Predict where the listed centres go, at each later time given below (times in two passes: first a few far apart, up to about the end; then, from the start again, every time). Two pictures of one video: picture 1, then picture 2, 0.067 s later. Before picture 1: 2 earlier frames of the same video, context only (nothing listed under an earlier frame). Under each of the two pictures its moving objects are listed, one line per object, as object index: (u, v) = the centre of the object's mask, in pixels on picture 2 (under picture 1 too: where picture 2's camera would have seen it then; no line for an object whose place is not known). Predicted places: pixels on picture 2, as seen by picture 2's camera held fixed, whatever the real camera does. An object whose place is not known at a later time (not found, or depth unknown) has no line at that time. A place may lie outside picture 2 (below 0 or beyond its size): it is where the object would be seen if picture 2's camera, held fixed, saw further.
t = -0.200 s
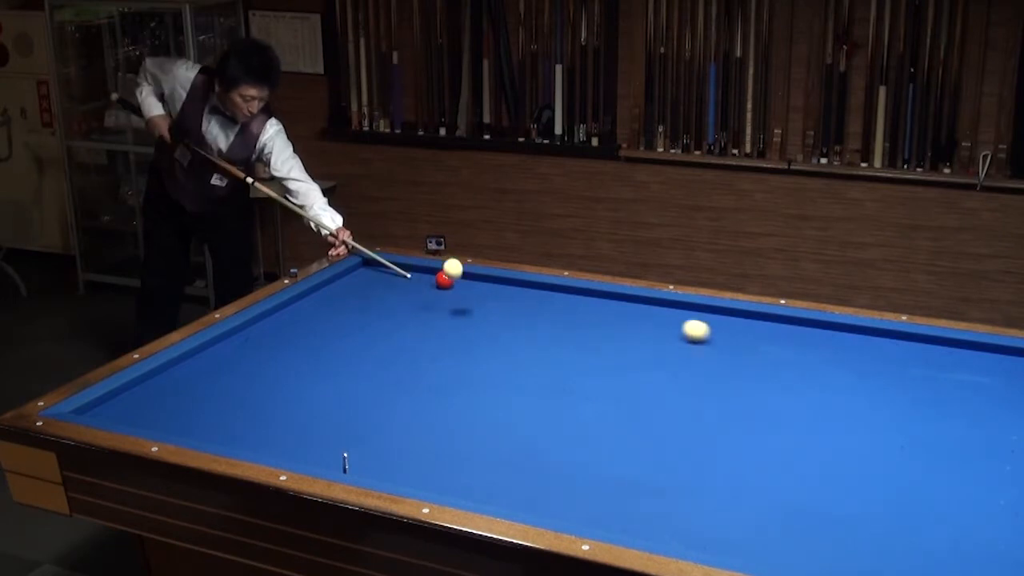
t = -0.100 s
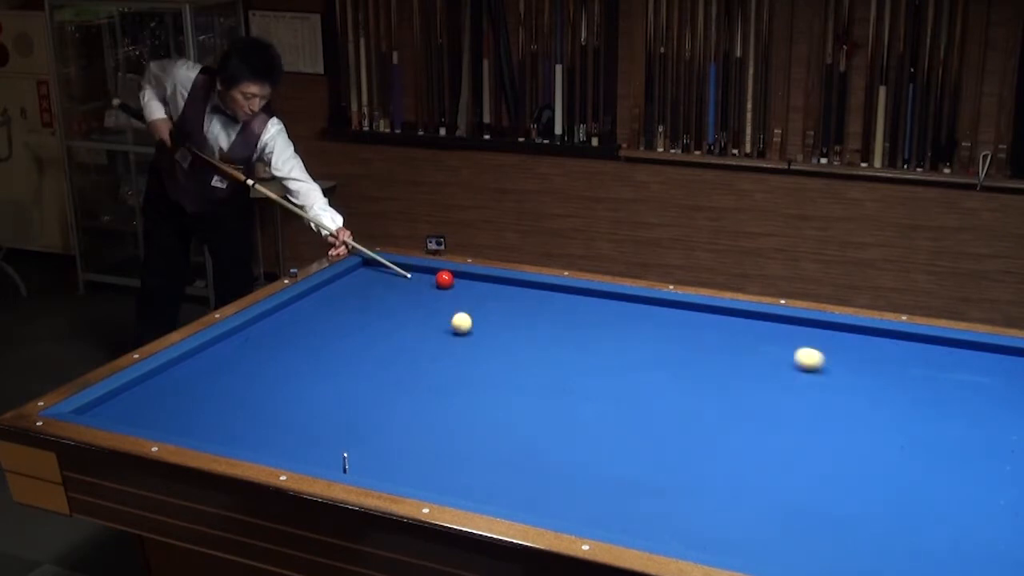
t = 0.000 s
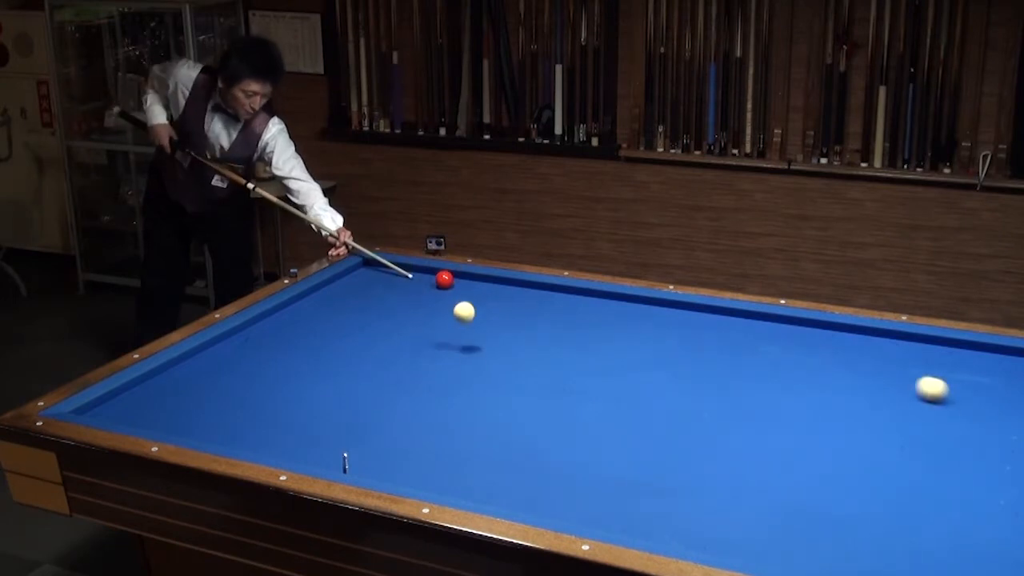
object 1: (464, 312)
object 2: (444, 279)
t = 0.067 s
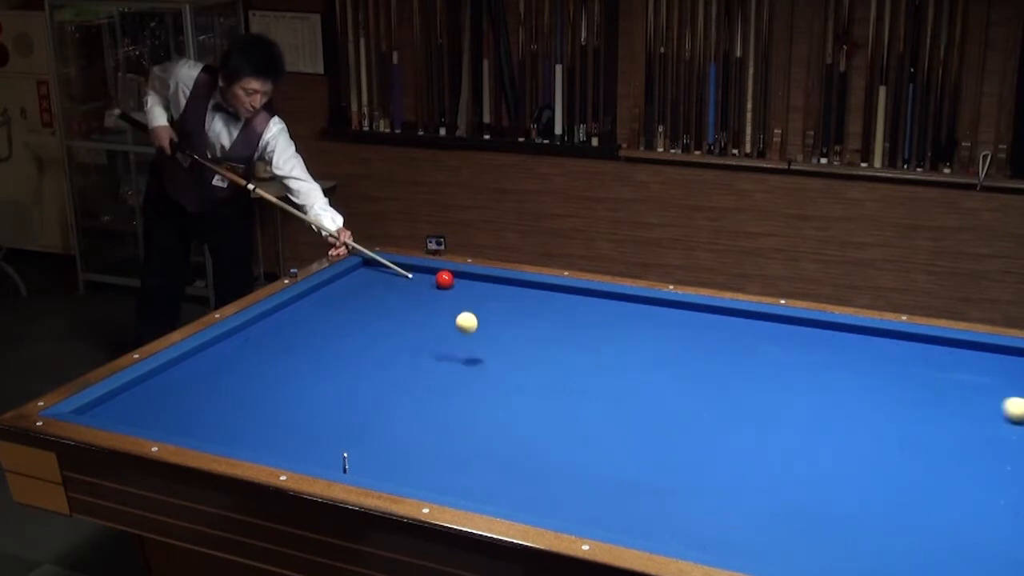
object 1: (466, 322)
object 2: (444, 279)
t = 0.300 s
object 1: (470, 378)
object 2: (444, 279)
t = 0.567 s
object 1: (457, 447)
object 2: (444, 279)
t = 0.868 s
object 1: (430, 469)
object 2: (444, 279)
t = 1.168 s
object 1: (400, 426)
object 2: (444, 279)
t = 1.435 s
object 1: (363, 395)
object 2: (444, 279)
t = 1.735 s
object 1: (327, 365)
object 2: (444, 279)
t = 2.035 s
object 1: (295, 339)
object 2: (444, 279)
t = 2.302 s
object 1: (271, 319)
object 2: (444, 279)
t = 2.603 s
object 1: (324, 303)
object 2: (444, 279)
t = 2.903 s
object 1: (380, 288)
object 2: (444, 279)
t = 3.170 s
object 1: (425, 277)
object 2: (444, 279)
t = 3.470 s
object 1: (455, 273)
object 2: (447, 288)
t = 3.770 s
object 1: (470, 278)
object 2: (452, 302)
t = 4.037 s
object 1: (484, 282)
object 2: (457, 315)
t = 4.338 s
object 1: (498, 286)
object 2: (462, 331)
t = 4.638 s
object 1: (512, 290)
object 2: (468, 347)
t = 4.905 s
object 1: (524, 293)
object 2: (473, 361)
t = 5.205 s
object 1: (535, 296)
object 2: (479, 378)
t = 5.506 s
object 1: (547, 299)
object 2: (485, 395)
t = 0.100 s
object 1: (468, 333)
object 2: (444, 279)
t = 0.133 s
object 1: (469, 349)
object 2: (444, 279)
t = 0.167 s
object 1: (471, 368)
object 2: (444, 279)
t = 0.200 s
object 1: (470, 365)
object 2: (444, 279)
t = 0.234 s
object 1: (470, 366)
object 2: (444, 279)
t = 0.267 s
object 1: (470, 370)
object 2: (444, 279)
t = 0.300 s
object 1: (470, 378)
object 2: (444, 279)
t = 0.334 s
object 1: (470, 391)
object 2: (444, 279)
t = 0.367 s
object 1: (469, 405)
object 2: (444, 279)
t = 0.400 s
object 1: (467, 406)
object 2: (444, 279)
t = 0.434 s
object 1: (466, 412)
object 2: (444, 279)
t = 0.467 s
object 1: (464, 421)
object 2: (444, 279)
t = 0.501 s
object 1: (462, 432)
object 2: (444, 279)
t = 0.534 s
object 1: (459, 437)
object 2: (444, 279)
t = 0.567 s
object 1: (457, 447)
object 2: (444, 279)
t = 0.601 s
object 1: (453, 453)
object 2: (444, 279)
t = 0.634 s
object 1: (449, 461)
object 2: (444, 279)
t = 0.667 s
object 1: (445, 469)
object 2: (444, 279)
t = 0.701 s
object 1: (440, 476)
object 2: (444, 279)
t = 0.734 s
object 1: (434, 481)
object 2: (444, 279)
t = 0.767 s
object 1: (430, 484)
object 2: (444, 279)
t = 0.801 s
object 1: (431, 480)
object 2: (444, 279)
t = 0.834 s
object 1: (430, 475)
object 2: (444, 279)
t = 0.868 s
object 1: (430, 469)
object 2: (444, 279)
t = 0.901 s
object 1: (429, 463)
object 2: (444, 279)
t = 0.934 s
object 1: (428, 458)
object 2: (444, 279)
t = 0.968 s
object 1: (425, 452)
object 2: (444, 279)
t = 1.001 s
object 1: (422, 447)
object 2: (444, 279)
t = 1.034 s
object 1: (418, 442)
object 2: (444, 279)
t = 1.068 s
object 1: (415, 438)
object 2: (444, 279)
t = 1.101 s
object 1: (409, 434)
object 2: (444, 279)
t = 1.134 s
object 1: (404, 429)
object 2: (444, 279)
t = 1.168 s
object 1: (400, 426)
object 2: (444, 279)
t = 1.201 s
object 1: (395, 421)
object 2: (444, 279)
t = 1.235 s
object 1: (390, 418)
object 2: (444, 279)
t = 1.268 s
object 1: (386, 414)
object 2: (444, 279)
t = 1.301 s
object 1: (381, 410)
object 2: (444, 279)
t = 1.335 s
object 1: (376, 406)
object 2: (444, 279)
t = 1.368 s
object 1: (372, 403)
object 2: (444, 279)
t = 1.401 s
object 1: (367, 399)
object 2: (444, 279)
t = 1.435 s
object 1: (363, 395)
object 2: (444, 279)
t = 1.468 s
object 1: (359, 391)
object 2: (444, 279)
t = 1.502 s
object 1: (355, 388)
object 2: (444, 279)
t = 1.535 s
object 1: (350, 385)
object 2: (444, 279)
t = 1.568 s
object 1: (346, 381)
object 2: (444, 279)
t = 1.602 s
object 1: (342, 378)
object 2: (444, 279)
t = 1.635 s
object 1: (338, 374)
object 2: (444, 279)
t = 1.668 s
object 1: (335, 372)
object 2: (444, 279)
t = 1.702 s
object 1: (331, 368)
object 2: (444, 279)
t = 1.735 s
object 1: (327, 365)
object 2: (444, 279)
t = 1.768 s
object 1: (323, 362)
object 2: (444, 279)
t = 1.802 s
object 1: (319, 359)
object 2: (444, 279)
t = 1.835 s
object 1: (316, 356)
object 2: (444, 279)
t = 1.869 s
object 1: (312, 353)
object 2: (444, 279)
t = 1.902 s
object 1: (309, 351)
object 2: (444, 279)
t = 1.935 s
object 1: (306, 347)
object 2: (444, 279)
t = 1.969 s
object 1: (302, 345)
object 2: (444, 279)
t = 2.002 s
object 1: (299, 342)
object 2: (444, 279)
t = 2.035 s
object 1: (295, 339)
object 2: (444, 279)
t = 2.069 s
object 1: (292, 337)
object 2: (444, 279)
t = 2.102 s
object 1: (289, 334)
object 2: (444, 279)
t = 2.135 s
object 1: (286, 331)
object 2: (444, 279)
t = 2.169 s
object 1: (283, 329)
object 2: (444, 279)
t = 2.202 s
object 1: (280, 326)
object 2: (444, 279)
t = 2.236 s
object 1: (277, 324)
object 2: (444, 279)
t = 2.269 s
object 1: (274, 321)
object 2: (444, 279)
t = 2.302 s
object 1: (271, 319)
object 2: (444, 279)
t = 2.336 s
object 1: (268, 316)
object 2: (444, 279)
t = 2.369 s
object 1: (274, 315)
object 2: (444, 279)
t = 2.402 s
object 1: (283, 313)
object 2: (444, 279)
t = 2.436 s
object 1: (291, 311)
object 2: (444, 279)
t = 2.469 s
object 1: (298, 310)
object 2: (444, 279)
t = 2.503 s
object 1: (305, 308)
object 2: (444, 279)
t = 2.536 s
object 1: (312, 306)
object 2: (444, 279)
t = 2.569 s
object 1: (318, 305)
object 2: (444, 279)
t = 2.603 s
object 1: (324, 303)
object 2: (444, 279)
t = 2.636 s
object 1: (331, 301)
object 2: (444, 279)
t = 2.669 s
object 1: (337, 300)
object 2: (444, 279)
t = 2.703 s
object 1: (343, 298)
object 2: (444, 279)
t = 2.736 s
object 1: (350, 296)
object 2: (444, 279)
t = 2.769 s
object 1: (356, 295)
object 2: (444, 279)
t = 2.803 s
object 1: (362, 293)
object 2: (444, 279)
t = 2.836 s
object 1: (368, 292)
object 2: (444, 279)
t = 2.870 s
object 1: (374, 290)
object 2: (444, 279)
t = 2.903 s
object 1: (380, 288)
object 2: (444, 279)
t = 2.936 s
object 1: (386, 287)
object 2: (444, 279)
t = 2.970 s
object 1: (392, 285)
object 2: (444, 279)
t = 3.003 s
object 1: (397, 284)
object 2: (444, 279)
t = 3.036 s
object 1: (403, 283)
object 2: (444, 279)
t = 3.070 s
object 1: (409, 281)
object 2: (444, 279)
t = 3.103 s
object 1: (414, 280)
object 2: (444, 279)
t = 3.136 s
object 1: (420, 278)
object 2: (444, 279)
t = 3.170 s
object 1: (425, 277)
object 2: (444, 279)
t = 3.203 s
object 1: (430, 275)
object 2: (445, 280)
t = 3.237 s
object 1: (434, 272)
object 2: (445, 280)
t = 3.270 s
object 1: (440, 269)
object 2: (444, 280)
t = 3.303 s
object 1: (444, 269)
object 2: (444, 280)
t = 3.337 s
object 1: (447, 270)
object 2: (445, 282)
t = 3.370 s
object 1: (449, 271)
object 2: (445, 283)
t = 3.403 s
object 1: (451, 272)
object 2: (446, 285)
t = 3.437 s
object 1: (453, 273)
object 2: (447, 287)
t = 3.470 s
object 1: (455, 273)
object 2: (447, 288)
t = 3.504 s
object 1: (456, 274)
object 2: (448, 290)
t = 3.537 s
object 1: (458, 275)
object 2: (448, 291)
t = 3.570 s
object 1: (460, 275)
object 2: (449, 292)
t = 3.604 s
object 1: (461, 276)
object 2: (450, 294)
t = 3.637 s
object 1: (463, 276)
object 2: (450, 296)
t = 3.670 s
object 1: (465, 277)
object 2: (451, 297)
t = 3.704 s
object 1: (467, 277)
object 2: (451, 299)
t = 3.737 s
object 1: (469, 278)
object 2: (452, 301)
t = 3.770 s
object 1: (470, 278)
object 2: (452, 302)
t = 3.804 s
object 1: (472, 279)
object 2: (453, 304)
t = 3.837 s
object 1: (474, 279)
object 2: (454, 305)
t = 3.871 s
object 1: (476, 280)
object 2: (454, 307)
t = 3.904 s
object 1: (477, 280)
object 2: (455, 309)
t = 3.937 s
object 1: (479, 281)
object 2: (455, 310)
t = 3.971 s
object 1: (480, 281)
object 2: (456, 312)
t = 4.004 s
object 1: (482, 282)
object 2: (457, 314)
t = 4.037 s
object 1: (484, 282)
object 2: (457, 315)
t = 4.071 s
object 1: (486, 282)
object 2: (458, 317)
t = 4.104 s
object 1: (487, 283)
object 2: (458, 319)
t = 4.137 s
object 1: (489, 283)
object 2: (459, 320)
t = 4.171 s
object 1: (491, 284)
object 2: (459, 322)
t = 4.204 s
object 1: (492, 284)
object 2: (460, 324)
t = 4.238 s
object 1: (494, 284)
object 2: (460, 326)
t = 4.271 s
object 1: (495, 285)
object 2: (461, 327)
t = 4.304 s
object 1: (497, 285)
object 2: (462, 329)
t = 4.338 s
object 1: (498, 286)
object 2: (462, 331)
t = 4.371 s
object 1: (500, 286)
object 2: (463, 332)
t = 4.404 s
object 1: (502, 287)
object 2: (463, 334)
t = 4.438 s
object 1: (503, 287)
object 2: (464, 336)
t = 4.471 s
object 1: (505, 287)
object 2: (465, 338)
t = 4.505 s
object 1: (506, 288)
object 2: (465, 339)
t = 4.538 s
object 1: (508, 288)
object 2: (466, 341)
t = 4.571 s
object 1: (509, 289)
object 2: (467, 343)
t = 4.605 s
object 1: (511, 289)
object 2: (467, 345)
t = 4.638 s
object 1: (512, 290)
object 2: (468, 347)
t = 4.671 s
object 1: (514, 290)
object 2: (468, 348)
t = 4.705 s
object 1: (515, 290)
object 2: (469, 350)
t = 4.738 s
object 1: (517, 291)
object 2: (470, 352)
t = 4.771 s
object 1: (518, 291)
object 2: (470, 354)
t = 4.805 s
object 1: (519, 292)
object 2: (471, 356)
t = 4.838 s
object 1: (521, 292)
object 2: (472, 357)
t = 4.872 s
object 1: (522, 292)
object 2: (472, 359)
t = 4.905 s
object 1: (524, 293)
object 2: (473, 361)
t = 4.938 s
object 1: (525, 293)
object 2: (474, 363)
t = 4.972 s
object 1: (526, 293)
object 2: (474, 365)
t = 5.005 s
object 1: (528, 294)
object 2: (475, 367)
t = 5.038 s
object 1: (529, 294)
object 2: (475, 369)
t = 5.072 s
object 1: (530, 295)
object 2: (476, 371)
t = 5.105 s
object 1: (532, 295)
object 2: (477, 372)
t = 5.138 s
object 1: (533, 295)
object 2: (478, 374)
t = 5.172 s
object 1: (534, 296)
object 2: (478, 376)
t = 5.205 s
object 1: (535, 296)
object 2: (479, 378)
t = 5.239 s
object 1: (537, 297)
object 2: (479, 380)
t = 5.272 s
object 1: (538, 297)
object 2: (480, 382)
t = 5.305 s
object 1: (539, 297)
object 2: (481, 384)
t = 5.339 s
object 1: (540, 298)
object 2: (481, 386)
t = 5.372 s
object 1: (541, 298)
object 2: (482, 388)
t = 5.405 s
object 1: (543, 298)
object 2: (483, 390)
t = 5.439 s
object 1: (544, 299)
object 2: (484, 392)
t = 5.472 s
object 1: (545, 299)
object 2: (484, 393)
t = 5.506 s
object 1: (547, 299)
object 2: (485, 395)
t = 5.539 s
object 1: (547, 300)
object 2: (486, 397)
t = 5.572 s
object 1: (549, 300)
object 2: (486, 399)
